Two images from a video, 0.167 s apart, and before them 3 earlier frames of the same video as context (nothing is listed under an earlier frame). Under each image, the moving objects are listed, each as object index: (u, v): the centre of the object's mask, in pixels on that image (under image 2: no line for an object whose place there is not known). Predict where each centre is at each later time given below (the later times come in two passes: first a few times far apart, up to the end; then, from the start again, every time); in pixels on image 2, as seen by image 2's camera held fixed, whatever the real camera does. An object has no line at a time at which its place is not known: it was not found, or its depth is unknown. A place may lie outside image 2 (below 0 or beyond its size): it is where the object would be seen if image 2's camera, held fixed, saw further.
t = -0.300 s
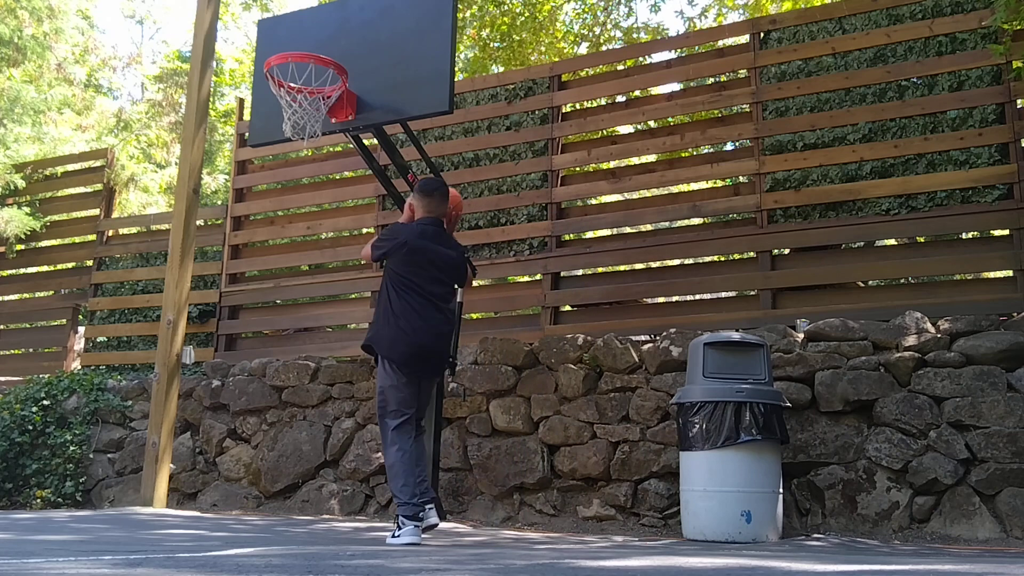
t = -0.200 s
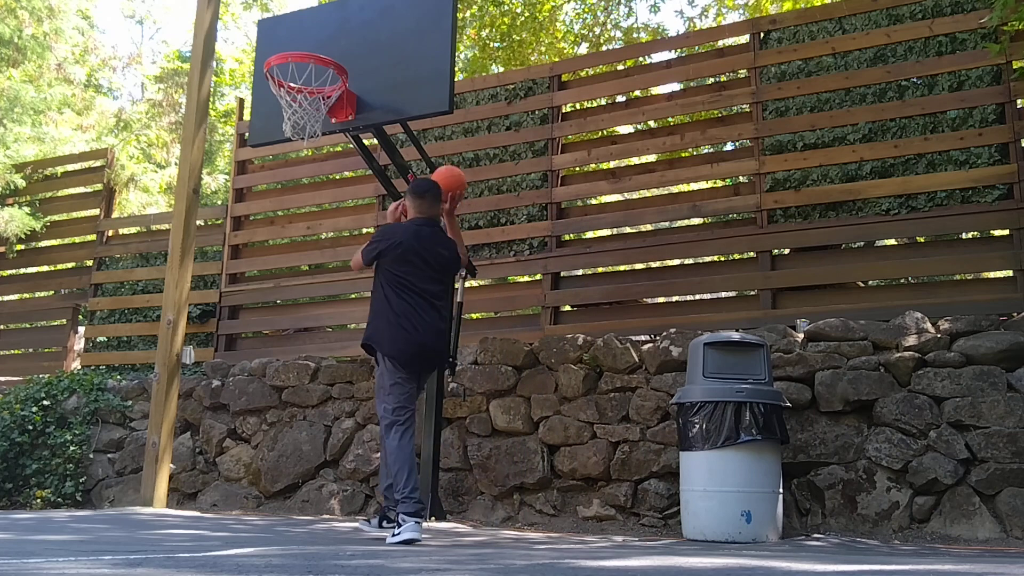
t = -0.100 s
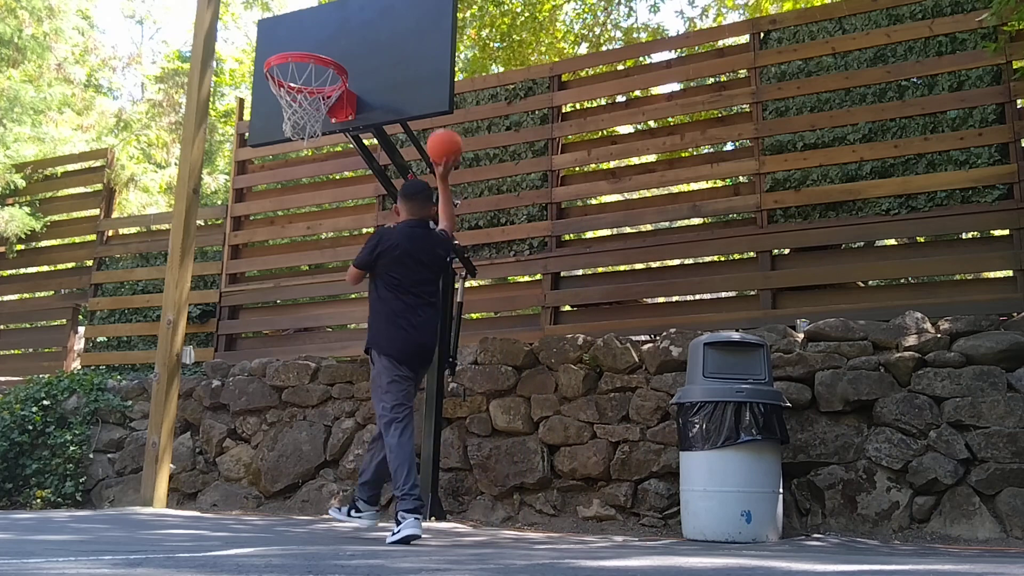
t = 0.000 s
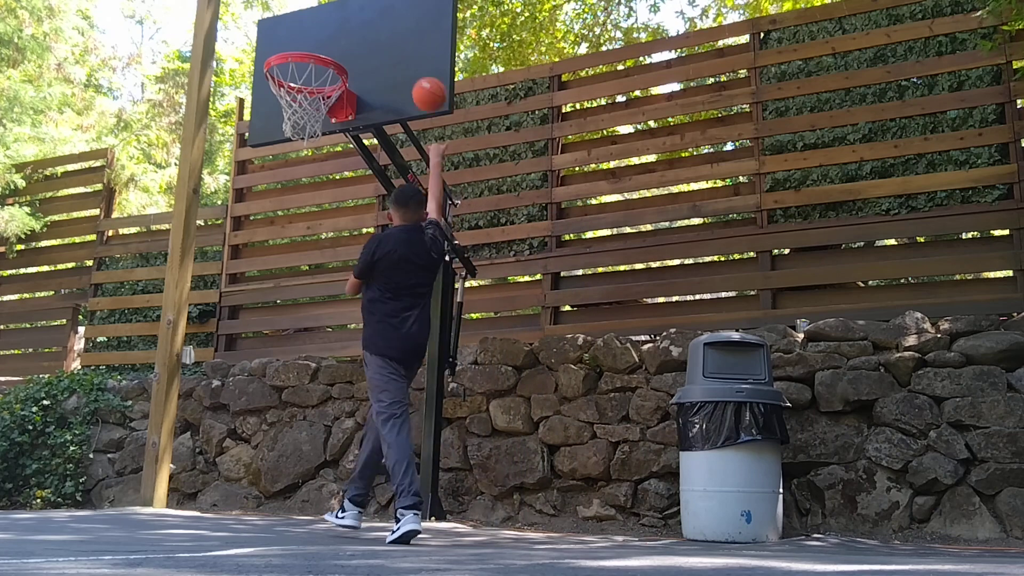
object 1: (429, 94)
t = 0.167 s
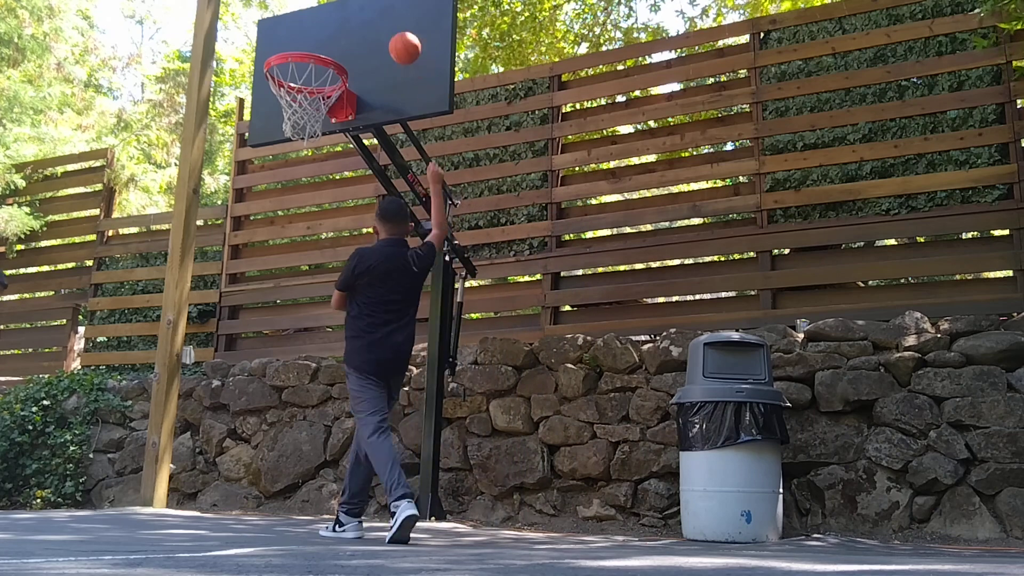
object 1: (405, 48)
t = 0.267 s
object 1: (390, 43)
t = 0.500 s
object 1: (353, 65)
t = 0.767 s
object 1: (360, 52)
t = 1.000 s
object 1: (375, 114)
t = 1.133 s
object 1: (388, 181)
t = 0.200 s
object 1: (400, 45)
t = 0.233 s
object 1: (395, 43)
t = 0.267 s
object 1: (390, 43)
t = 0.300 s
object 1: (386, 45)
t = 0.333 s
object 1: (381, 49)
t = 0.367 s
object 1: (376, 54)
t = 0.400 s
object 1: (370, 60)
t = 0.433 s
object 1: (362, 63)
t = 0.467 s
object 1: (356, 67)
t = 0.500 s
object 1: (353, 65)
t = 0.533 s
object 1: (353, 59)
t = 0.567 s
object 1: (354, 53)
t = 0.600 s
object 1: (356, 49)
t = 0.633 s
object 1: (357, 47)
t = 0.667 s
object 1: (358, 46)
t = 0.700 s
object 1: (359, 46)
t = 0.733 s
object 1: (360, 48)
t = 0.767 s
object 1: (360, 52)
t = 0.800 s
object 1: (361, 57)
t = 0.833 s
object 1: (361, 64)
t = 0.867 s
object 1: (362, 73)
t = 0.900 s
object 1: (364, 82)
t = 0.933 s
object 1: (368, 91)
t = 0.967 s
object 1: (371, 102)
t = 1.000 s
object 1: (375, 114)
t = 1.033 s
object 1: (379, 127)
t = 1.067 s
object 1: (382, 143)
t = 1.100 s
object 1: (385, 162)
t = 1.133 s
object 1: (388, 181)
